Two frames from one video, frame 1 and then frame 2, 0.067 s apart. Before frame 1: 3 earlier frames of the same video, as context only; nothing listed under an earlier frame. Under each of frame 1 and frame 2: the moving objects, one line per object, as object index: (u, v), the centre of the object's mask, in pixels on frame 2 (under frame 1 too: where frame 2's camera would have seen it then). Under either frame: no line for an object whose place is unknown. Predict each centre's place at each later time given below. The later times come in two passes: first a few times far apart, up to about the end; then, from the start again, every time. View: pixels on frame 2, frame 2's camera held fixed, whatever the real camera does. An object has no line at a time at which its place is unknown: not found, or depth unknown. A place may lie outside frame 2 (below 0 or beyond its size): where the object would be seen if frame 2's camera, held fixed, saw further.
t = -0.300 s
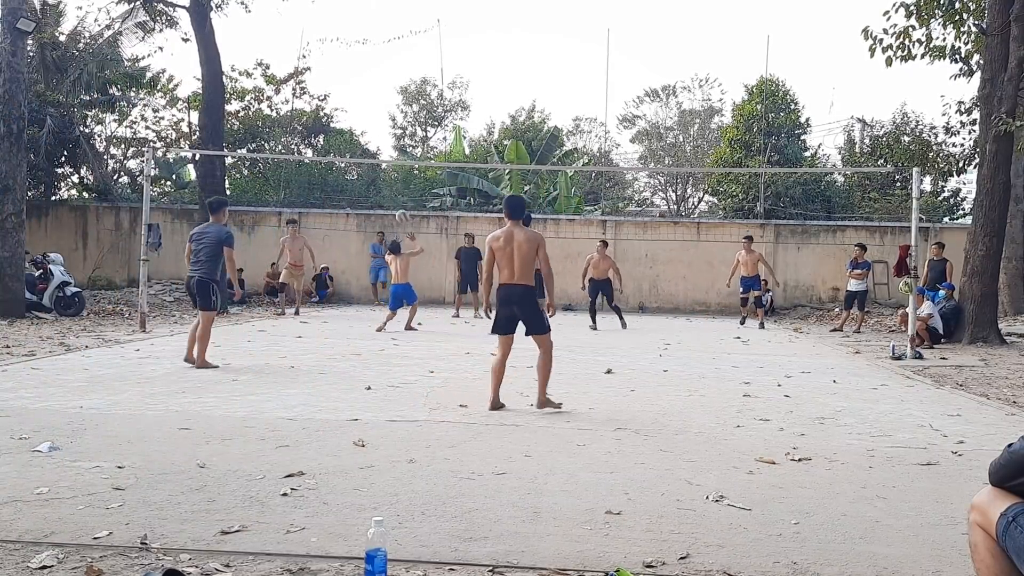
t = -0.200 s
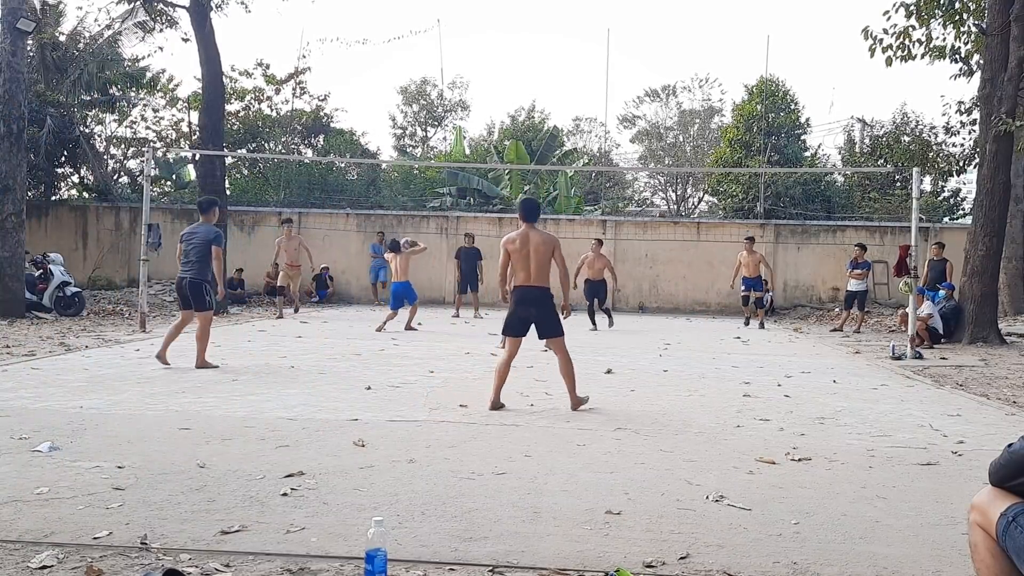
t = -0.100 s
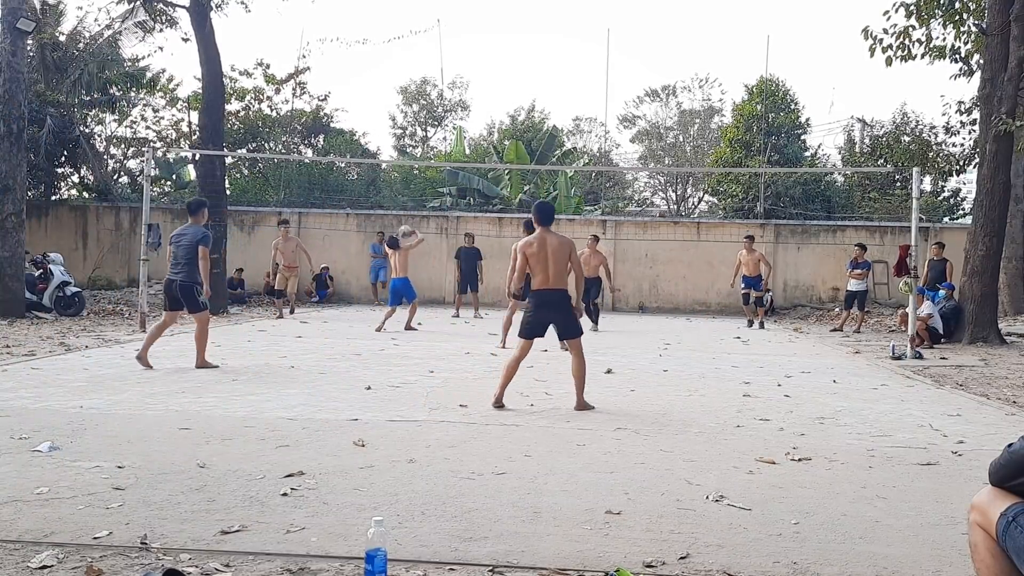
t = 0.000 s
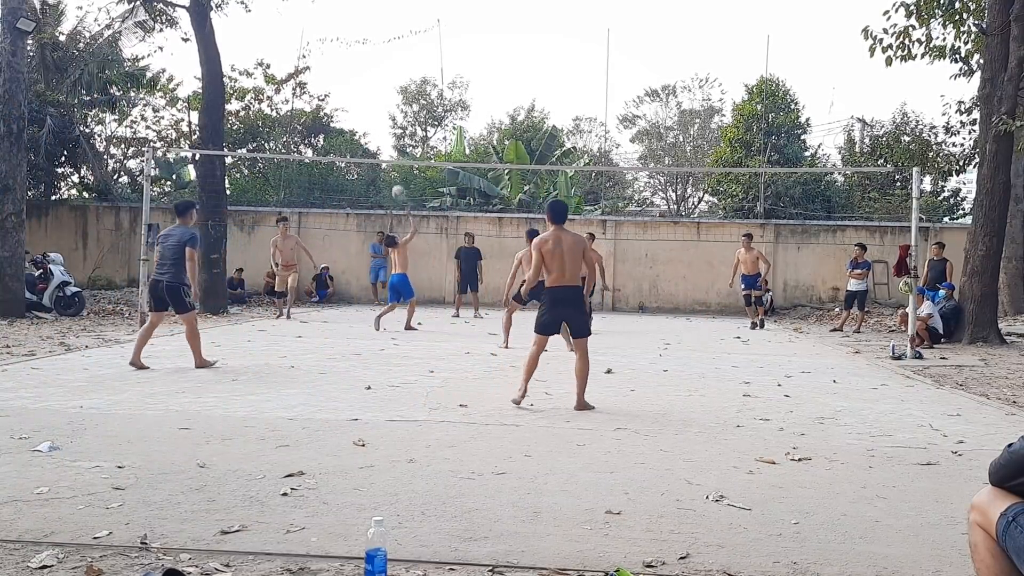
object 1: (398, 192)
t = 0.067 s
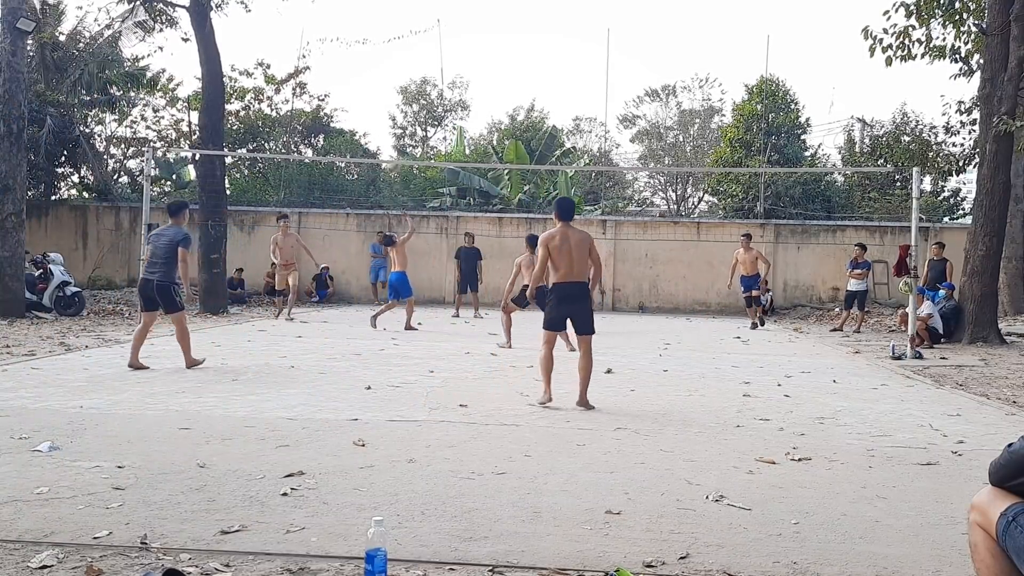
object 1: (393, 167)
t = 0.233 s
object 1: (380, 113)
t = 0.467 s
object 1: (360, 67)
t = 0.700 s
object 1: (339, 56)
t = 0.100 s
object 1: (390, 154)
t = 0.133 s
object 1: (388, 143)
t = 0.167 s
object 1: (385, 132)
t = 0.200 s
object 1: (382, 122)
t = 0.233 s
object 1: (380, 113)
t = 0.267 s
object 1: (377, 104)
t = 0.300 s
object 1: (374, 96)
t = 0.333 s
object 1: (372, 89)
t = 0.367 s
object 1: (369, 82)
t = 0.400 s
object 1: (366, 76)
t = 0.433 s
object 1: (363, 71)
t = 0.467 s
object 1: (360, 67)
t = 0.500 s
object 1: (357, 63)
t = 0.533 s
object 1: (354, 60)
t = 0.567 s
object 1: (351, 58)
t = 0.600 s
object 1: (348, 57)
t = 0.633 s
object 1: (345, 56)
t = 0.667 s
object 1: (343, 55)
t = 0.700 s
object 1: (339, 56)
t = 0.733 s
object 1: (336, 58)
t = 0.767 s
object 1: (333, 60)
